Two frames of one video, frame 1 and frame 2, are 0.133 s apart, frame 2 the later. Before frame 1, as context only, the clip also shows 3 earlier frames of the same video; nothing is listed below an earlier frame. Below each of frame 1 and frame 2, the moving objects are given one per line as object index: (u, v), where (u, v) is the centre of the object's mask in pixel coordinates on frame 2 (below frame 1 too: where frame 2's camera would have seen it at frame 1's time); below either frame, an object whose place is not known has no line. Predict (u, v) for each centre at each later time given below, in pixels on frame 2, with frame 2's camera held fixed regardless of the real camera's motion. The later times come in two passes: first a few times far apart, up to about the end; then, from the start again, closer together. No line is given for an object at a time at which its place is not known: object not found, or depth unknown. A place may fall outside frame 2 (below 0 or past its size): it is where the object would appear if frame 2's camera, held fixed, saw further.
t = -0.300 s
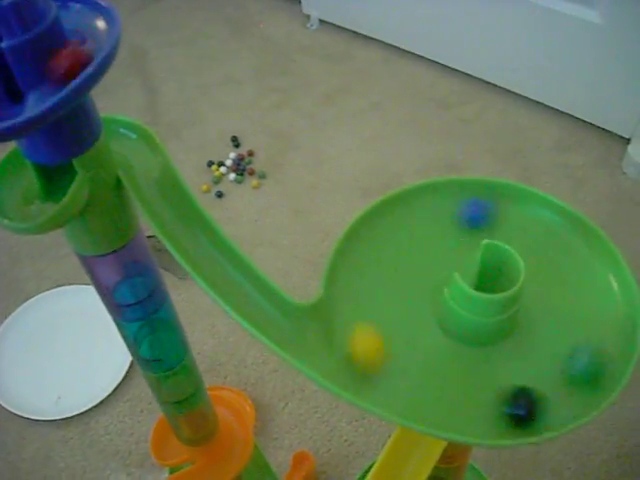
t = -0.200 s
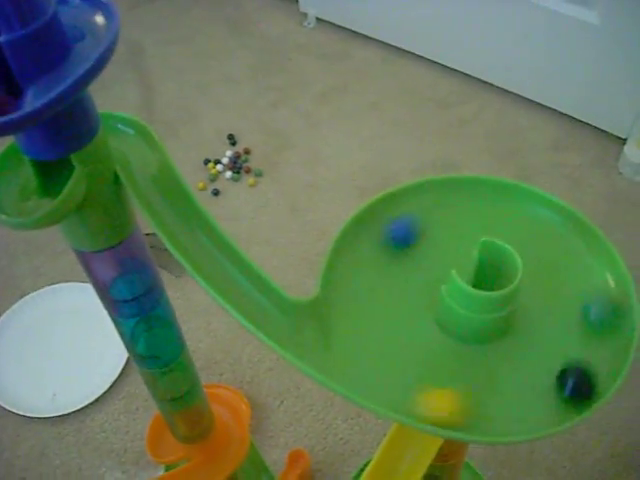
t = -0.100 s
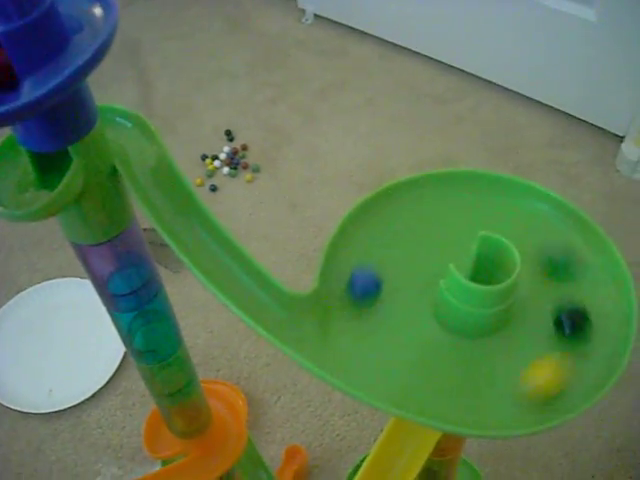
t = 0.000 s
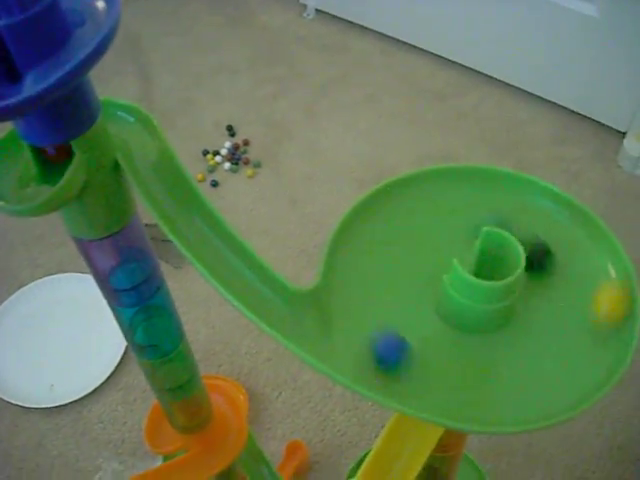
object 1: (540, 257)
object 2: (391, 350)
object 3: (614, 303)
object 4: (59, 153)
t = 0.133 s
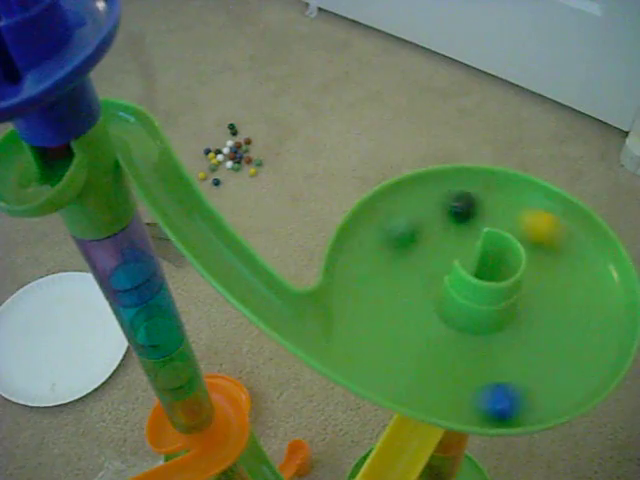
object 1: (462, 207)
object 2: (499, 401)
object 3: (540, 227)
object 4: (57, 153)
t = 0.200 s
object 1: (426, 209)
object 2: (555, 389)
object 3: (482, 210)
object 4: (56, 157)
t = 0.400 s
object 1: (392, 321)
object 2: (577, 266)
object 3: (372, 254)
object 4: (17, 187)
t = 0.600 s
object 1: (531, 402)
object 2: (439, 210)
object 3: (462, 375)
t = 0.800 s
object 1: (569, 307)
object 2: (374, 301)
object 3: (588, 358)
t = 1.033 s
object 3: (507, 221)
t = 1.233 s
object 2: (542, 214)
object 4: (601, 283)
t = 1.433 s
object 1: (475, 378)
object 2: (369, 236)
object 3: (426, 345)
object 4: (475, 204)
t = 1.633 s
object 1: (564, 365)
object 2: (410, 391)
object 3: (524, 398)
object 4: (354, 266)
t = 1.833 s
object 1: (538, 264)
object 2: (608, 331)
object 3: (542, 303)
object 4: (454, 391)
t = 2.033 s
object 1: (450, 215)
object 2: (537, 212)
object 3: (491, 210)
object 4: (600, 338)
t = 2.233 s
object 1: (414, 302)
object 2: (426, 257)
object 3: (394, 240)
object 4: (520, 216)
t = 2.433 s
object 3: (413, 355)
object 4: (392, 225)
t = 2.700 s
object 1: (578, 309)
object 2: (575, 342)
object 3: (534, 328)
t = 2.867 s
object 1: (538, 229)
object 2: (577, 256)
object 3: (543, 263)
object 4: (579, 373)
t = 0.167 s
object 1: (443, 205)
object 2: (529, 398)
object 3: (512, 217)
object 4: (56, 154)
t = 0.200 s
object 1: (426, 209)
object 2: (555, 389)
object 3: (482, 210)
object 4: (56, 157)
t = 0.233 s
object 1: (412, 217)
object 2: (576, 373)
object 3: (451, 209)
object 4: (55, 161)
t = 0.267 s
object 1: (399, 231)
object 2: (590, 354)
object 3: (426, 209)
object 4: (52, 166)
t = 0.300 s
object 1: (387, 250)
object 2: (597, 331)
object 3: (406, 215)
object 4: (41, 185)
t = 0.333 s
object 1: (383, 273)
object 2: (598, 309)
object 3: (390, 224)
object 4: (27, 191)
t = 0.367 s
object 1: (385, 297)
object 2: (591, 286)
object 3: (378, 236)
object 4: (19, 191)
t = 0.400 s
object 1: (392, 321)
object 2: (577, 266)
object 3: (372, 254)
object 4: (17, 187)
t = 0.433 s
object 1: (404, 344)
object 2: (559, 246)
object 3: (371, 275)
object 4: (15, 175)
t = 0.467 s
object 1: (424, 366)
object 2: (537, 231)
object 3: (378, 296)
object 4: (15, 162)
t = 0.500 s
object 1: (450, 384)
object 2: (514, 220)
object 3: (391, 318)
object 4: (14, 153)
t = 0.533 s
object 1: (477, 397)
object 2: (489, 212)
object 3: (410, 340)
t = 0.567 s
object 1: (504, 403)
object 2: (463, 209)
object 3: (435, 359)
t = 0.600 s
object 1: (531, 402)
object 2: (439, 210)
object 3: (462, 375)
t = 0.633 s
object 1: (555, 393)
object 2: (416, 216)
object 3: (489, 387)
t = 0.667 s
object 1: (574, 378)
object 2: (398, 226)
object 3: (518, 392)
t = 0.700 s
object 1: (582, 363)
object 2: (383, 241)
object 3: (548, 394)
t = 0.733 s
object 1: (582, 345)
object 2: (374, 259)
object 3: (570, 388)
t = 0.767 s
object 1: (578, 326)
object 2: (371, 279)
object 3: (584, 375)
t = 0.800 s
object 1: (569, 307)
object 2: (374, 301)
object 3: (588, 358)
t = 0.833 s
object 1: (557, 287)
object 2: (384, 324)
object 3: (587, 340)
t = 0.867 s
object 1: (541, 266)
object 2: (399, 344)
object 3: (580, 319)
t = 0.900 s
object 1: (528, 246)
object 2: (421, 364)
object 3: (570, 297)
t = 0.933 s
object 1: (511, 230)
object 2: (447, 379)
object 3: (558, 276)
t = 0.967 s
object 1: (493, 218)
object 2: (475, 389)
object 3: (542, 256)
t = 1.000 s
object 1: (476, 213)
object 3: (526, 236)
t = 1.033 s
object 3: (507, 221)
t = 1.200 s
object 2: (570, 245)
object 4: (596, 311)
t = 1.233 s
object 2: (542, 214)
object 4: (601, 283)
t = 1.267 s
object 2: (515, 195)
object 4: (598, 259)
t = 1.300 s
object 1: (422, 316)
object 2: (480, 187)
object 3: (395, 256)
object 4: (581, 242)
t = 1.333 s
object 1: (432, 334)
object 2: (445, 193)
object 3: (395, 278)
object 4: (558, 227)
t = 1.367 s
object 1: (444, 351)
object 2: (417, 203)
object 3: (401, 301)
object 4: (531, 215)
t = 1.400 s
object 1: (459, 366)
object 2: (391, 217)
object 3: (412, 323)
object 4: (503, 207)
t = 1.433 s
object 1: (475, 378)
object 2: (369, 236)
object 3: (426, 345)
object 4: (475, 204)
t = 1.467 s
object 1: (491, 388)
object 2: (353, 261)
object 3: (444, 367)
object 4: (446, 204)
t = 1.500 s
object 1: (508, 393)
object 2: (346, 287)
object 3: (463, 383)
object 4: (421, 207)
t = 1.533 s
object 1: (526, 393)
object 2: (347, 314)
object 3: (481, 394)
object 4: (396, 217)
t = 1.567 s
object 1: (543, 388)
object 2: (359, 343)
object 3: (497, 401)
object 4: (377, 230)
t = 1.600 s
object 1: (556, 378)
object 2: (379, 370)
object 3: (512, 403)
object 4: (362, 246)
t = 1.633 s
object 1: (564, 365)
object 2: (410, 391)
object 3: (524, 398)
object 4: (354, 266)
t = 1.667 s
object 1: (567, 350)
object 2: (447, 400)
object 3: (534, 388)
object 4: (353, 289)
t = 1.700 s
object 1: (567, 334)
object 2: (488, 399)
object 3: (540, 374)
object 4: (359, 312)
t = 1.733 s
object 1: (563, 316)
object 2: (527, 391)
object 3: (543, 355)
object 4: (373, 336)
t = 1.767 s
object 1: (557, 299)
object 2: (559, 375)
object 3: (544, 338)
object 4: (393, 359)
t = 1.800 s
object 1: (548, 280)
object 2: (587, 356)
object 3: (544, 321)
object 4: (421, 377)
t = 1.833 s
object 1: (538, 264)
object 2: (608, 331)
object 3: (542, 303)
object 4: (454, 391)
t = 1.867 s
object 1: (528, 245)
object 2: (613, 303)
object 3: (542, 285)
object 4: (489, 399)
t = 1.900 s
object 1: (514, 230)
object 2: (600, 276)
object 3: (541, 267)
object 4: (522, 400)
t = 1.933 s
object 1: (497, 219)
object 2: (582, 254)
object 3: (540, 251)
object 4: (554, 394)
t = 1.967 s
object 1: (481, 215)
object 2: (570, 235)
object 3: (527, 234)
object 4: (578, 381)
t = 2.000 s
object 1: (466, 213)
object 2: (556, 222)
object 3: (509, 219)
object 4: (593, 361)
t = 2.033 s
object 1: (450, 215)
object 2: (537, 212)
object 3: (491, 210)
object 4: (600, 338)
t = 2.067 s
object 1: (437, 221)
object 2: (516, 208)
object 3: (474, 205)
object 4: (599, 314)
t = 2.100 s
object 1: (425, 232)
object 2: (493, 209)
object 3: (456, 202)
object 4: (593, 290)
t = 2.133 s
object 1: (416, 247)
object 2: (472, 215)
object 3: (440, 205)
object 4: (581, 267)
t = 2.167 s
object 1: (411, 264)
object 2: (454, 226)
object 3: (422, 213)
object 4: (565, 247)
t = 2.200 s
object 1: (410, 281)
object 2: (439, 240)
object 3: (406, 224)
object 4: (543, 229)
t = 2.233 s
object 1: (414, 302)
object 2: (426, 257)
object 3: (394, 240)
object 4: (520, 216)
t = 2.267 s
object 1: (421, 321)
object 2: (418, 278)
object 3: (386, 258)
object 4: (497, 206)
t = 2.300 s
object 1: (430, 340)
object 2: (414, 300)
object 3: (382, 278)
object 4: (472, 199)
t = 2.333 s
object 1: (441, 355)
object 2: (414, 321)
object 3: (382, 300)
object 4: (448, 200)
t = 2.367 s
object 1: (457, 371)
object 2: (418, 344)
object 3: (388, 320)
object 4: (427, 203)
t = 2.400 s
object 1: (474, 384)
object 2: (427, 366)
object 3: (397, 339)
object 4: (408, 212)
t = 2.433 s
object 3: (413, 355)
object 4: (392, 225)
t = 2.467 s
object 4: (381, 242)
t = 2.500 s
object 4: (375, 262)
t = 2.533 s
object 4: (376, 286)
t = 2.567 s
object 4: (382, 311)
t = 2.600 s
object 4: (395, 335)
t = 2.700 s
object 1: (578, 309)
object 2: (575, 342)
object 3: (534, 328)
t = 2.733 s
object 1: (578, 291)
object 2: (579, 324)
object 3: (540, 317)
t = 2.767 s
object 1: (574, 273)
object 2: (582, 306)
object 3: (545, 304)
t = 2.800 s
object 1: (565, 257)
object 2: (583, 287)
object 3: (548, 291)
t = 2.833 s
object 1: (554, 241)
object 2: (582, 271)
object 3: (546, 278)
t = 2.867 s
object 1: (538, 229)
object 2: (577, 256)
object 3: (543, 263)
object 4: (579, 373)
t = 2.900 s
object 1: (517, 220)
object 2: (568, 242)
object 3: (536, 252)
